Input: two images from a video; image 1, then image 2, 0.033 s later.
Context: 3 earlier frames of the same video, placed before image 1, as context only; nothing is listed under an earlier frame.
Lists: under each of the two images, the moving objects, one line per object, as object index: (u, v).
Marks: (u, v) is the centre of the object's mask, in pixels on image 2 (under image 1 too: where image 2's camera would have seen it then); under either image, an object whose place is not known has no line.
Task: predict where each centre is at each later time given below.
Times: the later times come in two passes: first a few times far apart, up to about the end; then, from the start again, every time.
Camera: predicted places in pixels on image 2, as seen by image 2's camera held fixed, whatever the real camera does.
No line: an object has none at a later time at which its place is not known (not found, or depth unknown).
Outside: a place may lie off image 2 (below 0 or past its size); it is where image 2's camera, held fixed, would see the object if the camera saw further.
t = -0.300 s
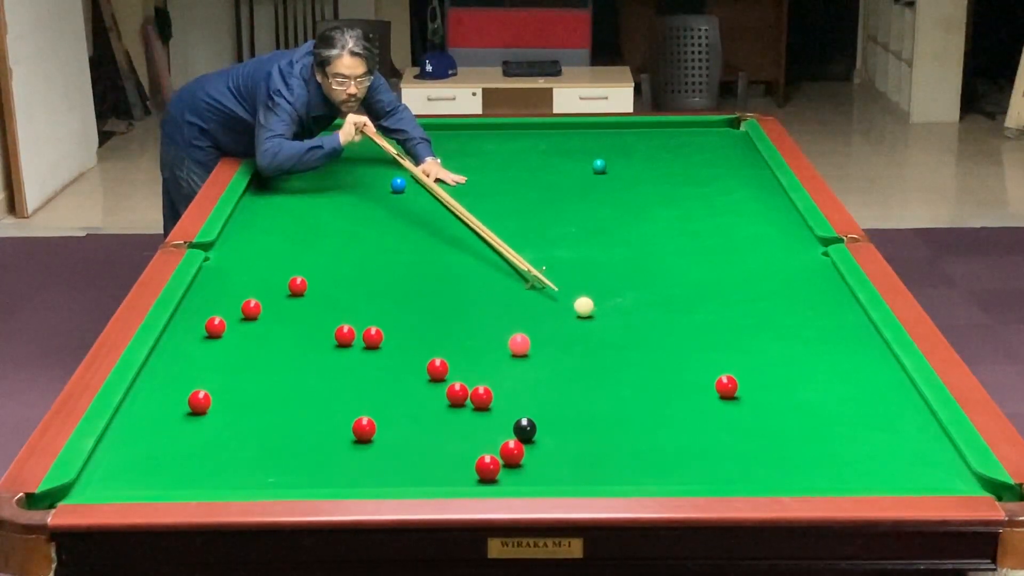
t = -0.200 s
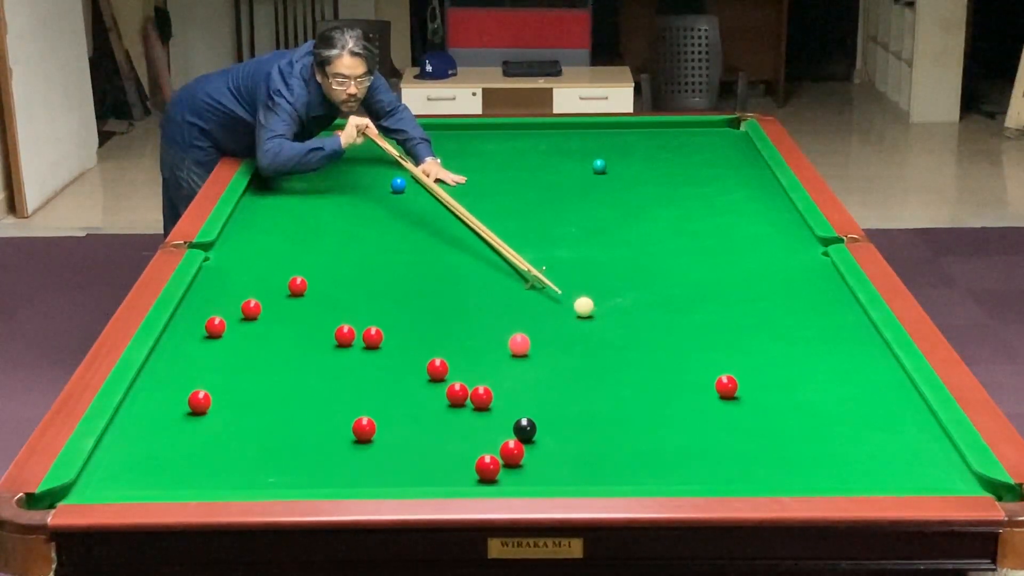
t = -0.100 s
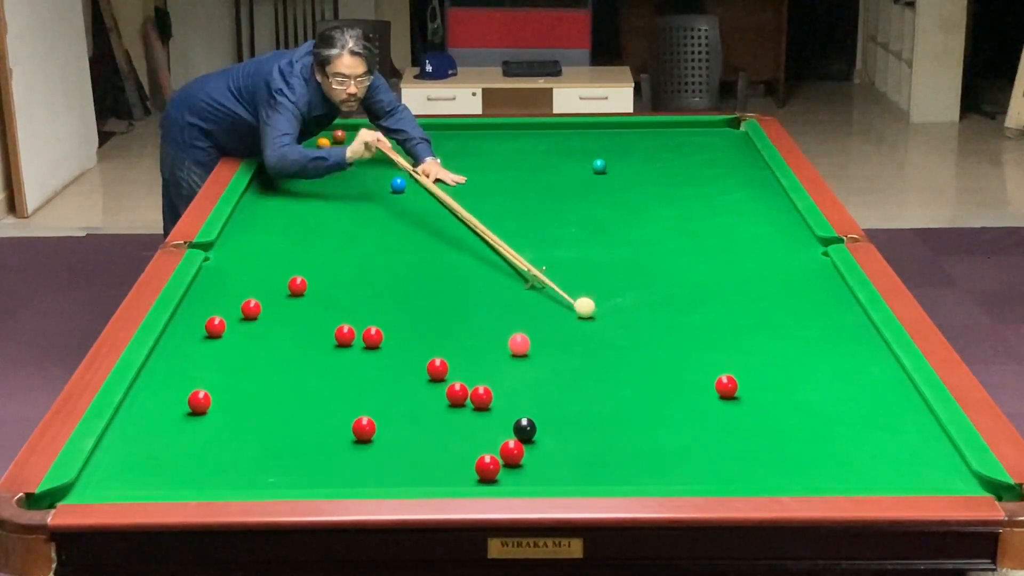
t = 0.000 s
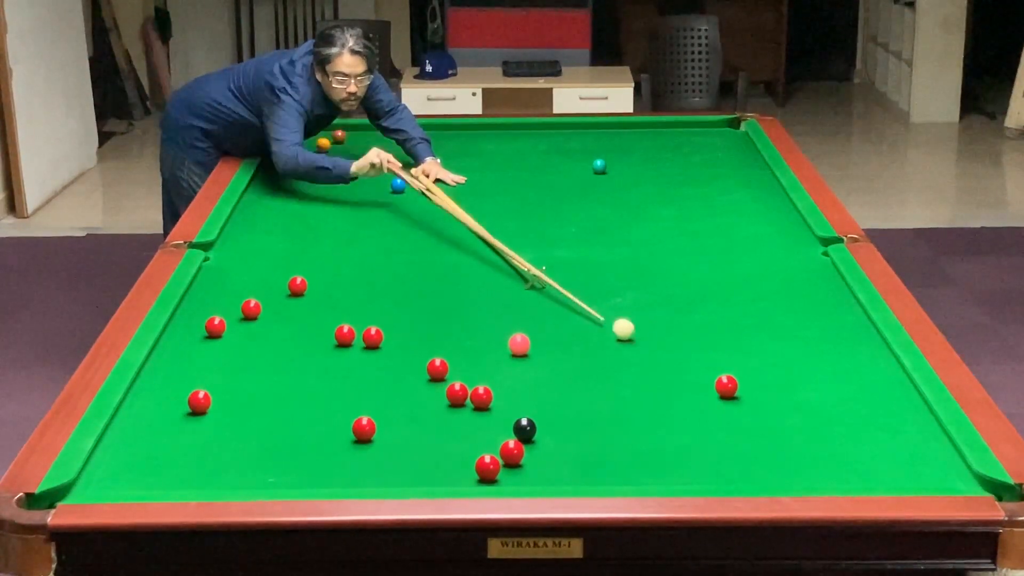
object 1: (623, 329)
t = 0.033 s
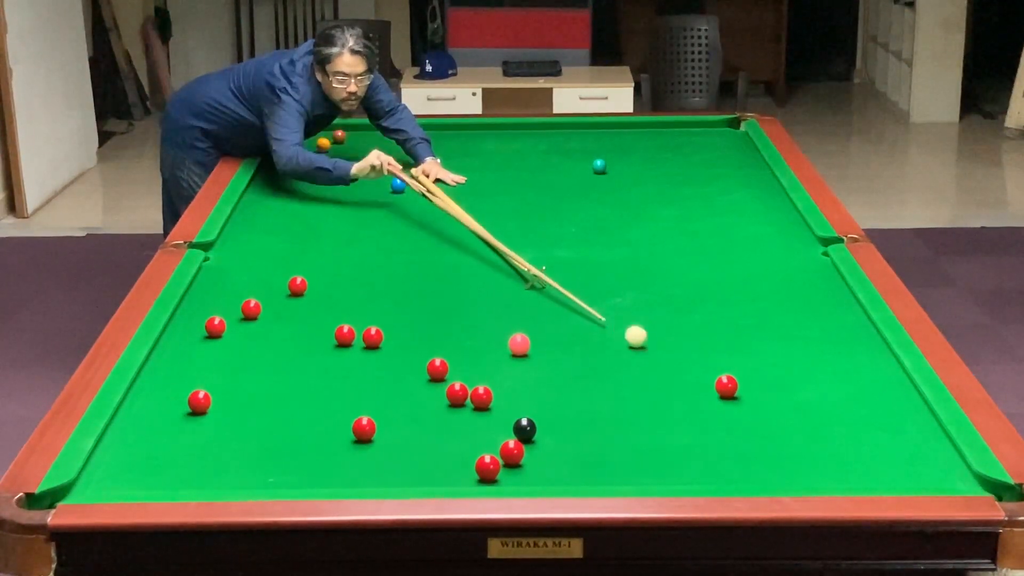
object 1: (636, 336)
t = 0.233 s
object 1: (707, 377)
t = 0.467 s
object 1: (702, 383)
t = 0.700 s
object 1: (695, 386)
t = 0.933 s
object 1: (689, 388)
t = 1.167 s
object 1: (683, 390)
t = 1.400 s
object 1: (679, 392)
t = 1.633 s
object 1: (675, 393)
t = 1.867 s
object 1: (672, 393)
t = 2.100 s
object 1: (671, 394)
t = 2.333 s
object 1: (671, 394)
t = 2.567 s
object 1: (672, 394)
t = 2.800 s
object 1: (672, 394)
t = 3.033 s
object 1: (672, 394)
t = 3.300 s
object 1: (672, 394)
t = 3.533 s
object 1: (672, 394)
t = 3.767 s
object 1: (672, 394)
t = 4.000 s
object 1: (672, 394)
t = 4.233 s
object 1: (672, 394)
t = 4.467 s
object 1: (672, 394)
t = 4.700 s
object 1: (672, 394)
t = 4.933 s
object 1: (672, 394)
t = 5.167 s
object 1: (672, 394)
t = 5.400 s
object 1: (672, 394)
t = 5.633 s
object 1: (672, 394)
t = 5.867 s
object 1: (672, 394)
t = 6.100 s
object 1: (672, 394)
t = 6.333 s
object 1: (672, 394)
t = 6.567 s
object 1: (672, 394)
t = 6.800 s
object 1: (672, 394)
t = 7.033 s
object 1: (672, 394)
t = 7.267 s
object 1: (672, 394)
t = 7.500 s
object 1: (672, 394)
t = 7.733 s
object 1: (672, 394)
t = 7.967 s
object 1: (672, 394)
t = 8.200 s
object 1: (672, 394)
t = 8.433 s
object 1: (672, 394)
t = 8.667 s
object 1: (672, 394)
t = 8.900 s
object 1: (672, 394)
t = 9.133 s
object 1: (672, 394)
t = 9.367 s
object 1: (672, 394)
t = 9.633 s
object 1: (672, 394)
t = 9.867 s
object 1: (672, 394)
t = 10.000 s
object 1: (672, 394)
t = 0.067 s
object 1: (649, 344)
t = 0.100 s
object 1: (661, 351)
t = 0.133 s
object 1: (673, 358)
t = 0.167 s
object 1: (685, 365)
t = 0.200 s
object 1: (696, 371)
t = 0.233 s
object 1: (707, 377)
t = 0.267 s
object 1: (709, 380)
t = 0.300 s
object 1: (708, 380)
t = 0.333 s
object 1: (707, 381)
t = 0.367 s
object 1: (706, 381)
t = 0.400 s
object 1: (705, 382)
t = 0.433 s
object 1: (704, 382)
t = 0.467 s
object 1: (702, 383)
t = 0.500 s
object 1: (701, 383)
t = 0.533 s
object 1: (700, 384)
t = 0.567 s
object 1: (699, 384)
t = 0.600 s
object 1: (698, 385)
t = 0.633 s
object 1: (697, 385)
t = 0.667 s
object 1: (696, 386)
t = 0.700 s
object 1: (695, 386)
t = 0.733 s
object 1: (694, 386)
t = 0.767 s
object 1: (693, 387)
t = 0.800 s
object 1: (692, 387)
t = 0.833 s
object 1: (691, 388)
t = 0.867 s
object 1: (690, 388)
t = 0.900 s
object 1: (689, 388)
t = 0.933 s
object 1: (689, 388)
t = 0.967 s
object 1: (688, 389)
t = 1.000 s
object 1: (687, 389)
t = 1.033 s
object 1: (686, 389)
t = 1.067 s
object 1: (686, 390)
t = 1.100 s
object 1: (685, 390)
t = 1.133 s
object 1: (684, 390)
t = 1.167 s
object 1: (683, 390)
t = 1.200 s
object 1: (683, 391)
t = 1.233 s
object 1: (682, 391)
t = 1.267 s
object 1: (681, 391)
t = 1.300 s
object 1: (681, 392)
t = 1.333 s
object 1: (680, 392)
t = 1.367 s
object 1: (679, 392)
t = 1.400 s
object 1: (679, 392)
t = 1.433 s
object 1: (678, 392)
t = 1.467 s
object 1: (678, 392)
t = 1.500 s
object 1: (677, 393)
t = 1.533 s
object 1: (677, 393)
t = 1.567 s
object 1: (676, 393)
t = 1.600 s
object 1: (676, 393)
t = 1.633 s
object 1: (675, 393)
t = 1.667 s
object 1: (674, 393)
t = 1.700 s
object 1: (674, 393)
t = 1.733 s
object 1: (674, 393)
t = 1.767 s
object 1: (673, 394)
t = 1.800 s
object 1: (673, 394)
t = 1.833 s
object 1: (672, 393)
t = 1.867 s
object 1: (672, 393)
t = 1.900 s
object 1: (672, 394)
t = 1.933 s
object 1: (672, 394)
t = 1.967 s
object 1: (672, 394)
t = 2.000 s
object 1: (671, 394)
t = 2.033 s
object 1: (671, 394)
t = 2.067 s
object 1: (671, 394)
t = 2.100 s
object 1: (671, 394)
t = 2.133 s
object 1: (671, 394)
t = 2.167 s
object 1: (671, 394)
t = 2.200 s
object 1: (671, 394)
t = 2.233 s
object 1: (671, 394)
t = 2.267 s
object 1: (671, 394)
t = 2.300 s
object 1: (671, 394)
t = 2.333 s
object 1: (671, 394)
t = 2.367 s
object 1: (672, 394)
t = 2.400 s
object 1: (672, 394)
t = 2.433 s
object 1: (672, 394)
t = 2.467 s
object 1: (672, 394)
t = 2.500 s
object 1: (672, 394)
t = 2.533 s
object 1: (672, 394)
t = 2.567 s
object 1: (672, 394)
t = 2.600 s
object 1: (672, 394)
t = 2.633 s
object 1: (672, 394)
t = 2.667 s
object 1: (672, 394)
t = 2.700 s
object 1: (672, 394)
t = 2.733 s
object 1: (672, 394)
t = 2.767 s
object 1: (672, 394)
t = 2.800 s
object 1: (672, 394)
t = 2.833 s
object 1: (672, 394)
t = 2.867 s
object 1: (672, 394)
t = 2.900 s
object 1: (672, 394)
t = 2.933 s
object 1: (672, 394)
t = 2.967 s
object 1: (672, 394)
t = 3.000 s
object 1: (672, 394)
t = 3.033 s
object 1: (672, 394)
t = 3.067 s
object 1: (672, 394)
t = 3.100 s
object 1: (672, 394)
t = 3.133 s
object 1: (672, 394)
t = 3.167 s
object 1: (672, 394)
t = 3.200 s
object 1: (672, 394)
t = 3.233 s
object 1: (672, 394)
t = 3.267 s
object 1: (672, 394)
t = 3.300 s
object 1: (672, 394)
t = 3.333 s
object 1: (672, 394)
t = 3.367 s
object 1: (672, 394)
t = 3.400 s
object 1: (672, 394)
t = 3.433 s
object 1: (672, 394)
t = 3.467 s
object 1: (672, 394)
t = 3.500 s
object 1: (672, 394)
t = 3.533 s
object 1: (672, 394)
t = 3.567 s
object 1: (672, 394)
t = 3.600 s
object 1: (672, 394)
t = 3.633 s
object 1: (672, 394)
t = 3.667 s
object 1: (672, 394)
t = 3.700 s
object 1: (672, 394)
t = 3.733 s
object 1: (672, 394)
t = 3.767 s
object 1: (672, 394)
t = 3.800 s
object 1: (672, 394)
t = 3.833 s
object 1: (672, 394)
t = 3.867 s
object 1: (672, 394)
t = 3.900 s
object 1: (672, 394)
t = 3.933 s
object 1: (672, 394)
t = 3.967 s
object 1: (672, 394)
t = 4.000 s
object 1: (672, 394)
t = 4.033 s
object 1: (672, 394)
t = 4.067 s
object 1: (672, 394)
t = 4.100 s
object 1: (672, 394)
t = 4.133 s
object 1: (672, 394)
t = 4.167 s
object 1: (672, 394)
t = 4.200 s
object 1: (672, 394)
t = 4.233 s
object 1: (672, 394)
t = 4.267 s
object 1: (672, 394)
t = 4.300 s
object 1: (672, 394)
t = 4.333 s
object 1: (672, 394)
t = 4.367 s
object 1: (672, 394)
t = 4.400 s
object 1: (672, 394)
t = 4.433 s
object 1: (672, 394)
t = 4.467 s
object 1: (672, 394)
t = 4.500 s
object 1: (672, 394)
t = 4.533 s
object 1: (672, 394)
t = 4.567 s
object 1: (672, 394)
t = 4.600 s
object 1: (672, 394)
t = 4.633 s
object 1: (672, 394)
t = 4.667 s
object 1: (672, 394)
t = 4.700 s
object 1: (672, 394)
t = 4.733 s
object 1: (672, 394)
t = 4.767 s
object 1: (672, 394)
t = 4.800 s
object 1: (672, 394)
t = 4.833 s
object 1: (672, 394)
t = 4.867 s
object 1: (672, 394)
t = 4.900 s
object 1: (672, 394)
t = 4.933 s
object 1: (672, 394)
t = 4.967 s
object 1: (672, 394)
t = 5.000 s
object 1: (672, 394)
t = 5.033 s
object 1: (672, 394)
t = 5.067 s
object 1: (672, 394)
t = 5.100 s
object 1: (672, 394)
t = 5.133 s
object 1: (672, 394)
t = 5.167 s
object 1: (672, 394)
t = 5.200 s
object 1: (672, 394)
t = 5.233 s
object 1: (672, 394)
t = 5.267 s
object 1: (672, 394)
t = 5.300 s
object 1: (672, 394)
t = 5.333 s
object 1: (672, 394)
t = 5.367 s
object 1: (672, 394)
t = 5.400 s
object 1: (672, 394)
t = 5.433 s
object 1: (672, 394)
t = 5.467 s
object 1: (672, 394)
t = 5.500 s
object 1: (672, 394)
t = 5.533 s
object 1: (672, 394)
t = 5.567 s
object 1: (672, 394)
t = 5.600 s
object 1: (672, 394)
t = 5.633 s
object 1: (672, 394)
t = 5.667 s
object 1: (672, 394)
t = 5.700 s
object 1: (672, 394)
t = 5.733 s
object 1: (672, 394)
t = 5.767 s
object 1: (672, 394)
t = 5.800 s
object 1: (672, 394)
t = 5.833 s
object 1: (672, 394)
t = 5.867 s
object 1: (672, 394)
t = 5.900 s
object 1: (672, 394)
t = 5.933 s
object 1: (672, 394)
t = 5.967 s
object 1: (672, 394)
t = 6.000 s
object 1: (672, 394)
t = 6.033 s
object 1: (672, 394)
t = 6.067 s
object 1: (672, 394)
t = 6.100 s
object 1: (672, 394)
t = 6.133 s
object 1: (672, 394)
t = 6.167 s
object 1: (672, 394)
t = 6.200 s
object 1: (672, 394)
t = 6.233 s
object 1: (672, 394)
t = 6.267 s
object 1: (672, 394)
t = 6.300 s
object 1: (672, 394)
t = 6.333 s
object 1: (672, 394)
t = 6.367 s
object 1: (672, 394)
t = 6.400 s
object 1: (672, 394)
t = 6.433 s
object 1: (672, 394)
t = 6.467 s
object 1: (672, 394)
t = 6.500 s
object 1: (672, 394)
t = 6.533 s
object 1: (672, 394)
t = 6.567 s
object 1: (672, 394)
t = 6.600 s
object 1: (672, 394)
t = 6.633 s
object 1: (672, 394)
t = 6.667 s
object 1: (672, 394)
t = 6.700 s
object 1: (672, 394)
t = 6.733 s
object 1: (672, 394)
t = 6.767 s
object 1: (672, 394)
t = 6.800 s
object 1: (672, 394)
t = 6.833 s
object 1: (672, 394)
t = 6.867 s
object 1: (672, 394)
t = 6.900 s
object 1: (672, 394)
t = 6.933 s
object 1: (672, 394)
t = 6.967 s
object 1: (672, 394)
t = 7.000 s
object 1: (672, 394)
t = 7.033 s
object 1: (672, 394)
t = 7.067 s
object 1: (672, 394)
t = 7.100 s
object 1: (672, 394)
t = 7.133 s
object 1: (672, 394)
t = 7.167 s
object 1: (672, 394)
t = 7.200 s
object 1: (672, 394)
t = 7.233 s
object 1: (672, 394)
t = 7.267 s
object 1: (672, 394)
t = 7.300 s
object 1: (672, 394)
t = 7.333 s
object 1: (672, 394)
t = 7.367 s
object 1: (672, 394)
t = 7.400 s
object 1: (672, 394)
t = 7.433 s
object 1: (672, 394)
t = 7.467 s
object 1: (672, 394)
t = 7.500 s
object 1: (672, 394)
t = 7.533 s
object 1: (672, 394)
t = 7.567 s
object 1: (672, 394)
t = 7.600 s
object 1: (672, 394)
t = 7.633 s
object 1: (672, 394)
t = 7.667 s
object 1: (672, 394)
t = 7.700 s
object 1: (672, 394)
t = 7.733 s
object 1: (672, 394)
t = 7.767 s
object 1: (672, 394)
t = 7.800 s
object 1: (672, 394)
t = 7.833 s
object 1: (672, 394)
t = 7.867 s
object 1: (672, 394)
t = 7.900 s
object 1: (672, 394)
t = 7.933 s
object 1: (672, 394)
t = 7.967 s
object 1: (672, 394)
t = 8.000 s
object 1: (672, 394)
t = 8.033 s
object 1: (672, 394)
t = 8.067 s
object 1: (672, 394)
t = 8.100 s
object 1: (672, 394)
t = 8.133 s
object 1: (672, 394)
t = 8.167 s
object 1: (672, 394)
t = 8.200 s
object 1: (672, 394)
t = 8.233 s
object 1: (672, 394)
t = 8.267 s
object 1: (672, 394)
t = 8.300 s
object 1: (672, 394)
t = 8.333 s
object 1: (672, 394)
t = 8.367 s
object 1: (672, 394)
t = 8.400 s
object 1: (672, 394)
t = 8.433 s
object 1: (672, 394)
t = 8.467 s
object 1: (672, 394)
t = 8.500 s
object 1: (672, 394)
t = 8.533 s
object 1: (672, 394)
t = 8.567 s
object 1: (672, 394)
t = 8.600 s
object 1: (672, 394)
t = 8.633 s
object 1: (672, 394)
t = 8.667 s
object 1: (672, 394)
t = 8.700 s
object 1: (672, 394)
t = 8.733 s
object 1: (672, 394)
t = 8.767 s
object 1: (672, 394)
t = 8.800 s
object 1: (672, 394)
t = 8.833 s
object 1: (672, 394)
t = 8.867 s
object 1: (672, 394)
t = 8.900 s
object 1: (672, 394)
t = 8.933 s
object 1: (672, 394)
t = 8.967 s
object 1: (672, 394)
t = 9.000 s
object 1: (672, 394)
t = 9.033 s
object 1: (672, 394)
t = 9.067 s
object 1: (672, 394)
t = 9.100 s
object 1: (672, 394)
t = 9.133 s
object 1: (672, 394)
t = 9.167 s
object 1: (672, 394)
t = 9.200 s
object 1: (672, 394)
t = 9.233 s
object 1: (672, 394)
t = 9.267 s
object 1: (672, 394)
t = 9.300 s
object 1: (672, 394)
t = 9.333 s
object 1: (672, 394)
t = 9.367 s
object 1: (672, 394)
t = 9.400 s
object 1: (672, 394)
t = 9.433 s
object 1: (672, 394)
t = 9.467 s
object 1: (672, 394)
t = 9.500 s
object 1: (672, 394)
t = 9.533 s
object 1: (672, 394)
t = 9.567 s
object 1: (672, 394)
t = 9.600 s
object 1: (672, 394)
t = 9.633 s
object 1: (672, 394)
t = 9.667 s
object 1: (672, 394)
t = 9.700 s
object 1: (672, 394)
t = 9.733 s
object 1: (672, 394)
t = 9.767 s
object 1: (672, 394)
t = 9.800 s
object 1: (672, 394)
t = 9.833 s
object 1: (672, 394)
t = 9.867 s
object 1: (672, 394)
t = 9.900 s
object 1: (672, 394)
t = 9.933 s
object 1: (672, 394)
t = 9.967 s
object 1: (672, 394)
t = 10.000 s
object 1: (672, 394)
